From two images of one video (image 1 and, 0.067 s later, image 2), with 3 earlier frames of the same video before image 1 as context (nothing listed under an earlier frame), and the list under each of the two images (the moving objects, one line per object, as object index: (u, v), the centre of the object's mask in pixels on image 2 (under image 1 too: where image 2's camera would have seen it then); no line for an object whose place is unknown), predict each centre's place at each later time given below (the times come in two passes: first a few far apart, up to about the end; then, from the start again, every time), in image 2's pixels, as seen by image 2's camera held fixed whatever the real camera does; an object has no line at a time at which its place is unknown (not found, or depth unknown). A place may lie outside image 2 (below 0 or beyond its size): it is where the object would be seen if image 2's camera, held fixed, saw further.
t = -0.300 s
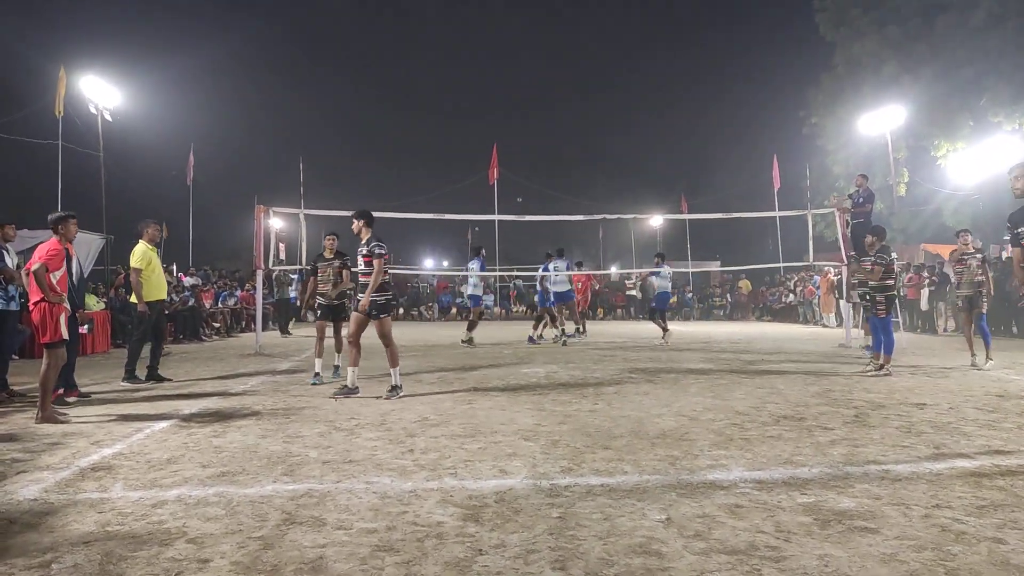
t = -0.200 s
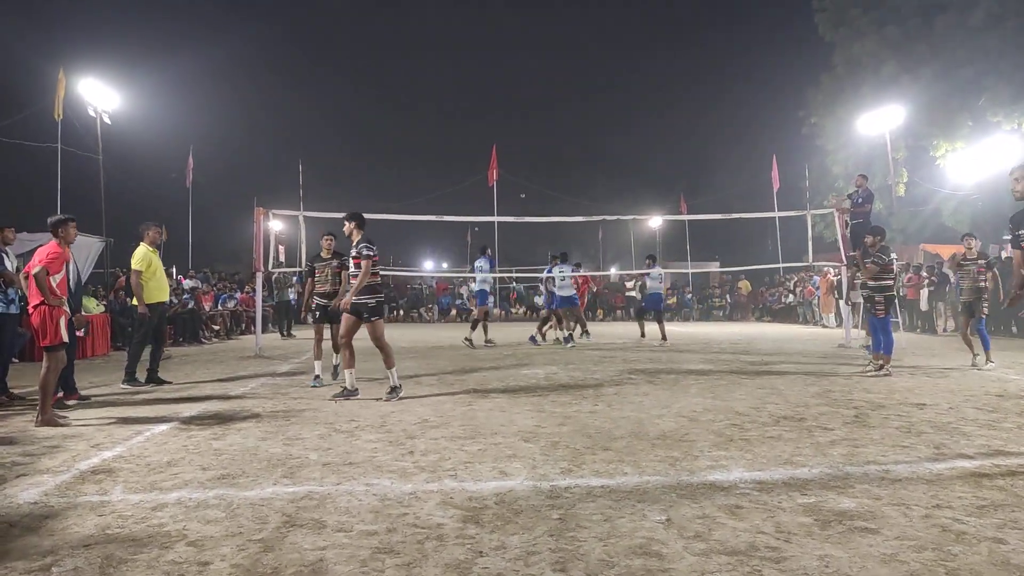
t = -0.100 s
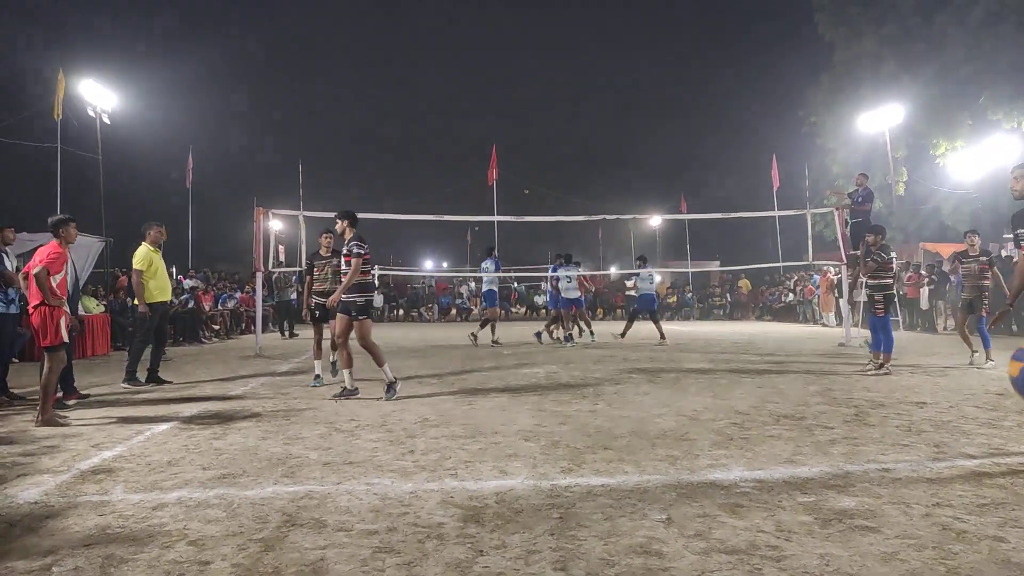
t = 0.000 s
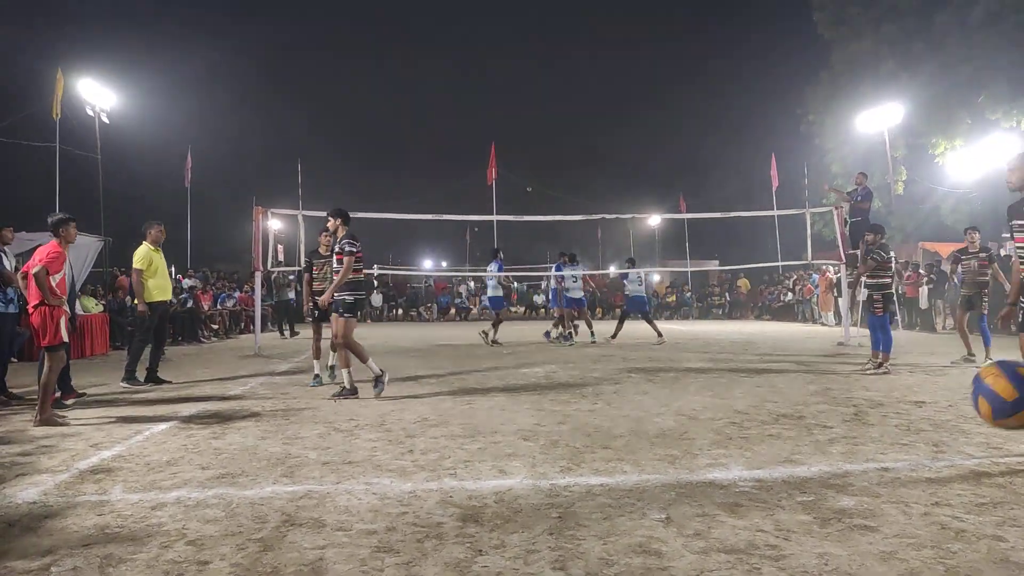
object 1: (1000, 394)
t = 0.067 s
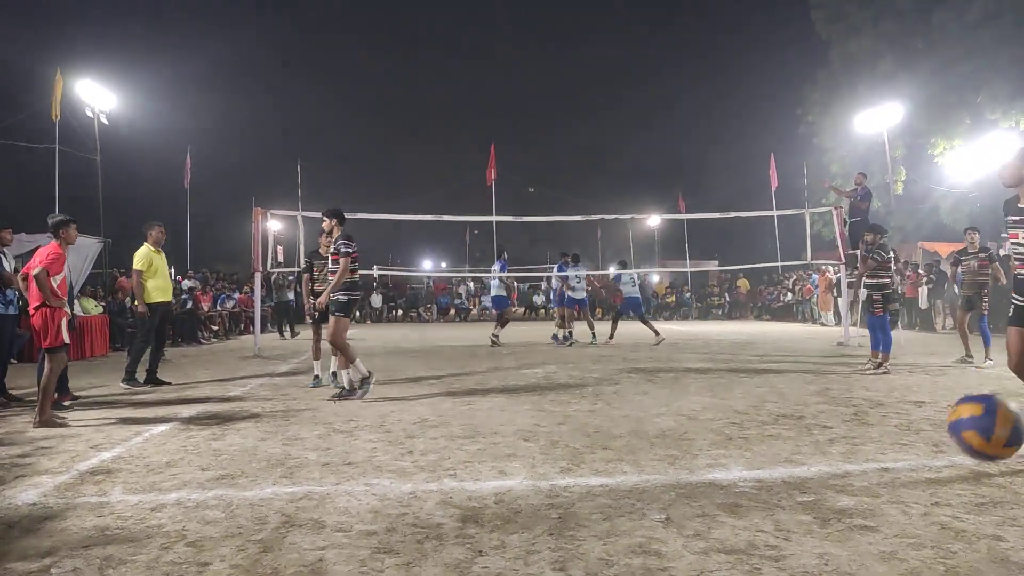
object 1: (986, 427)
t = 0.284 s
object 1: (916, 545)
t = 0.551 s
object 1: (818, 430)
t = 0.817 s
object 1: (744, 493)
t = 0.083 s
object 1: (982, 435)
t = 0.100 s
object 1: (976, 447)
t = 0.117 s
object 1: (970, 458)
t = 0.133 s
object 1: (965, 469)
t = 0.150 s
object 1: (960, 482)
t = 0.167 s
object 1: (955, 495)
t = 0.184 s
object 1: (949, 510)
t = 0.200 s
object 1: (945, 524)
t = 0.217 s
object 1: (940, 539)
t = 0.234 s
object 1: (936, 550)
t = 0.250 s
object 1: (930, 558)
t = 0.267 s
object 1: (924, 555)
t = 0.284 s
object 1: (916, 545)
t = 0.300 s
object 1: (910, 534)
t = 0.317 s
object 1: (903, 520)
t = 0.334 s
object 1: (896, 507)
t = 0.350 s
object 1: (890, 497)
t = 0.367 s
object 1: (883, 487)
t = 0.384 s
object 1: (876, 478)
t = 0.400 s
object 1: (871, 469)
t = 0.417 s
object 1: (864, 461)
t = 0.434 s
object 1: (858, 454)
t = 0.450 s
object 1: (852, 449)
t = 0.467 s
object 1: (846, 444)
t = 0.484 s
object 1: (840, 440)
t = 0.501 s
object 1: (834, 436)
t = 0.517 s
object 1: (828, 433)
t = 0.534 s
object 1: (823, 432)
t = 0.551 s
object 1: (818, 430)
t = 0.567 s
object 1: (813, 429)
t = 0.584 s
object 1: (807, 429)
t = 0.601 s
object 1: (803, 429)
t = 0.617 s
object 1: (798, 431)
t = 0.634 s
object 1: (793, 433)
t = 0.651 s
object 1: (788, 436)
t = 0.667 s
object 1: (783, 439)
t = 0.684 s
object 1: (779, 442)
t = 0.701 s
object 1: (775, 446)
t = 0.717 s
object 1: (770, 451)
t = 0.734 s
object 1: (766, 456)
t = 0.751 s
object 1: (761, 462)
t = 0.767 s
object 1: (756, 470)
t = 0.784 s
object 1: (752, 477)
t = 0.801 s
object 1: (747, 484)
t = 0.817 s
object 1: (744, 493)
